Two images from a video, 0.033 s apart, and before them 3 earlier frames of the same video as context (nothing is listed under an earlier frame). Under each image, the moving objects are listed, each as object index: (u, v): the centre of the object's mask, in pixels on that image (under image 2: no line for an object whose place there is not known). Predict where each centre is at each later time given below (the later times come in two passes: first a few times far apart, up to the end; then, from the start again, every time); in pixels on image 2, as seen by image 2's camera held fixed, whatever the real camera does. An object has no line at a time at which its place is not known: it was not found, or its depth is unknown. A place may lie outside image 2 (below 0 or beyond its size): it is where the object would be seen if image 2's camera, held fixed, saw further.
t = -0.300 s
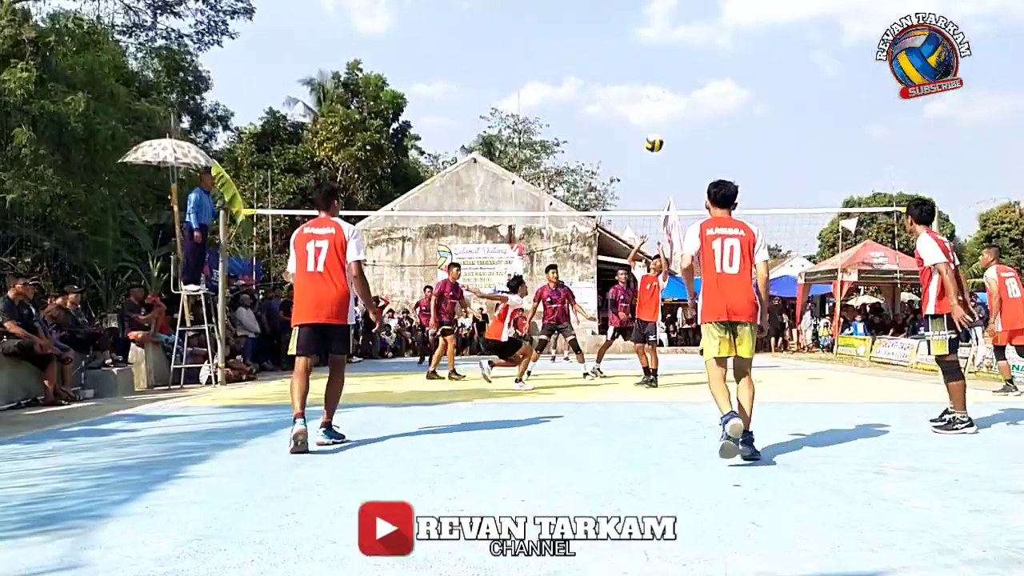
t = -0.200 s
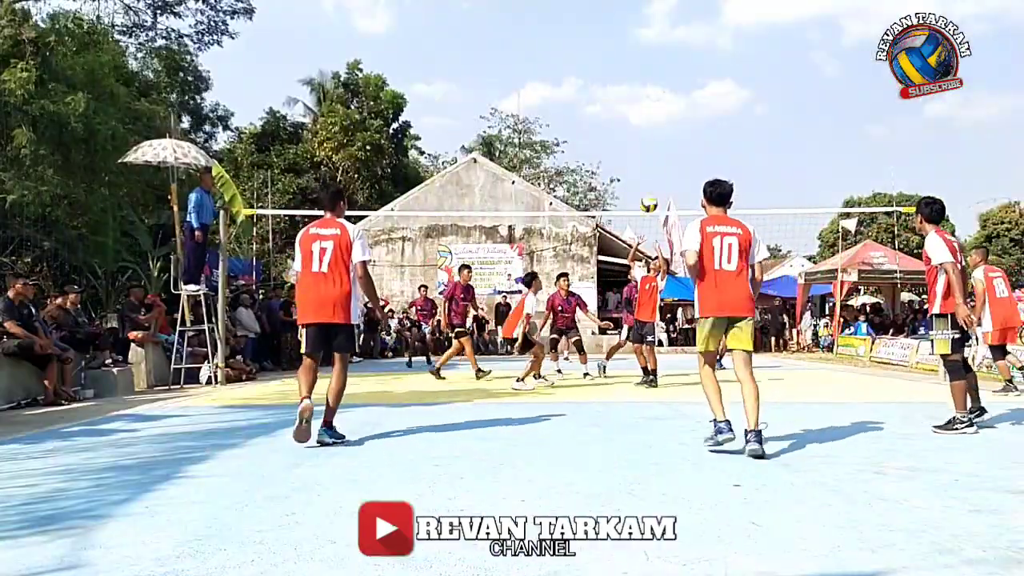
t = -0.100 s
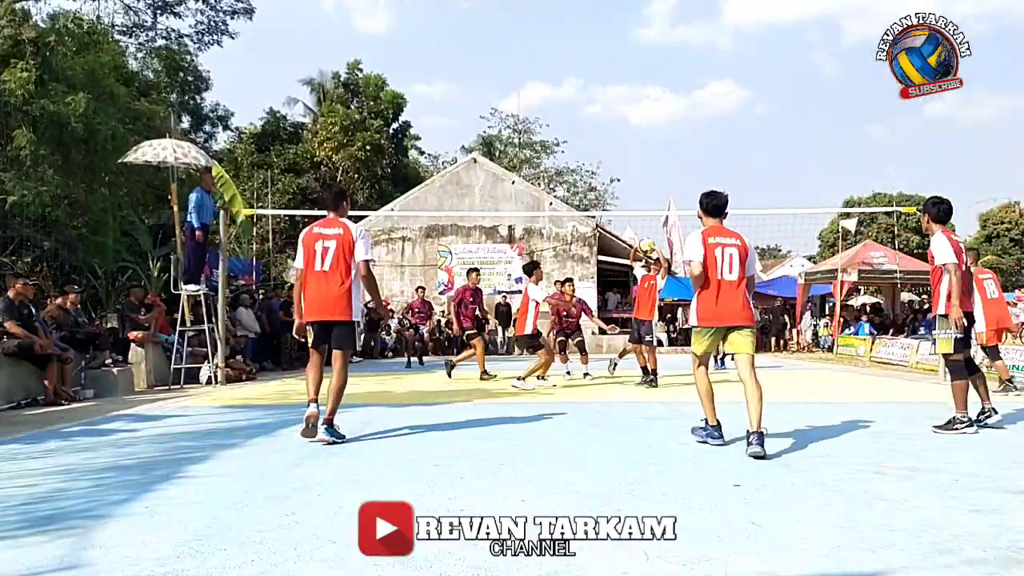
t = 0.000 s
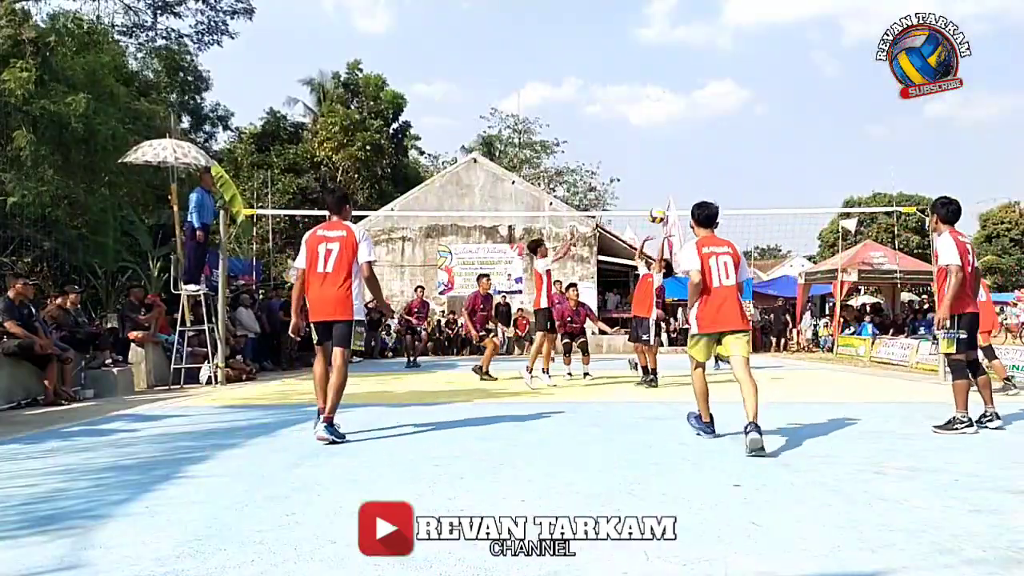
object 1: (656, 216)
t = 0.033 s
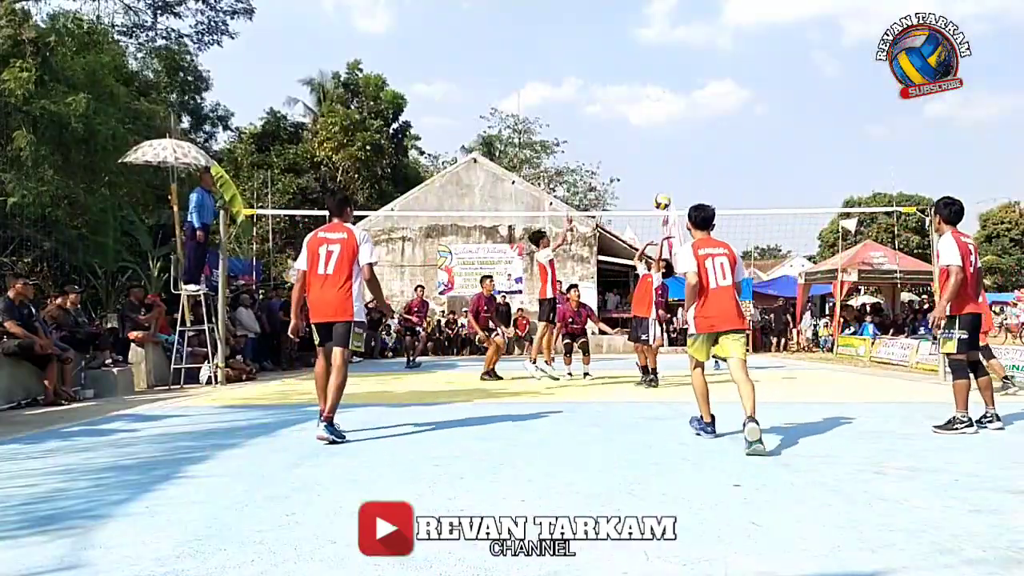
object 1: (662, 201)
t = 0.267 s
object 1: (694, 129)
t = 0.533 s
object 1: (727, 100)
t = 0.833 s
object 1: (763, 133)
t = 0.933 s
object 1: (775, 159)
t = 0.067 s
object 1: (667, 188)
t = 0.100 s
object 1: (671, 176)
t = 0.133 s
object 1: (676, 165)
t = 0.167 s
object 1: (681, 155)
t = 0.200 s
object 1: (685, 145)
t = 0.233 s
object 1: (690, 137)
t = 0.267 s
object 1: (694, 129)
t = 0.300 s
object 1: (698, 123)
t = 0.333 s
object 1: (702, 117)
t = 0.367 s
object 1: (706, 112)
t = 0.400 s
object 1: (712, 106)
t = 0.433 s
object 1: (714, 105)
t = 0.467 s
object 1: (719, 102)
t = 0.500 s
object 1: (723, 101)
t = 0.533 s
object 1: (727, 100)
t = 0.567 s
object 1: (731, 100)
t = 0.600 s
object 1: (737, 103)
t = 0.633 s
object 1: (739, 104)
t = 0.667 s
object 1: (743, 106)
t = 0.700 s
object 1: (747, 110)
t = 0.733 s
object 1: (755, 120)
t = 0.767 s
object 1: (757, 123)
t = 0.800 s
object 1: (759, 126)
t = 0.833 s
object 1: (763, 133)
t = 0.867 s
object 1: (767, 141)
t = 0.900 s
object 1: (771, 150)
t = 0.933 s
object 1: (775, 159)
